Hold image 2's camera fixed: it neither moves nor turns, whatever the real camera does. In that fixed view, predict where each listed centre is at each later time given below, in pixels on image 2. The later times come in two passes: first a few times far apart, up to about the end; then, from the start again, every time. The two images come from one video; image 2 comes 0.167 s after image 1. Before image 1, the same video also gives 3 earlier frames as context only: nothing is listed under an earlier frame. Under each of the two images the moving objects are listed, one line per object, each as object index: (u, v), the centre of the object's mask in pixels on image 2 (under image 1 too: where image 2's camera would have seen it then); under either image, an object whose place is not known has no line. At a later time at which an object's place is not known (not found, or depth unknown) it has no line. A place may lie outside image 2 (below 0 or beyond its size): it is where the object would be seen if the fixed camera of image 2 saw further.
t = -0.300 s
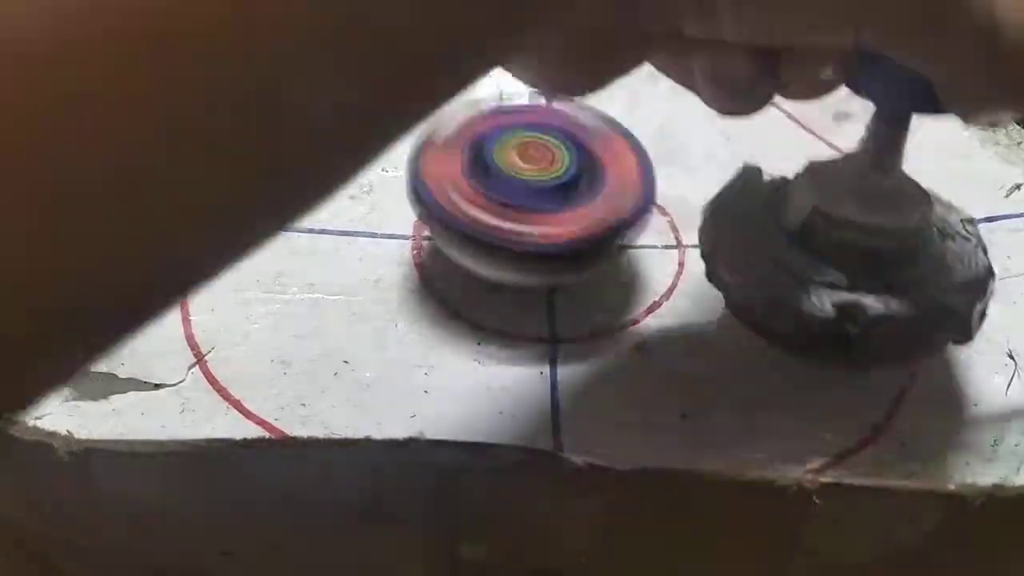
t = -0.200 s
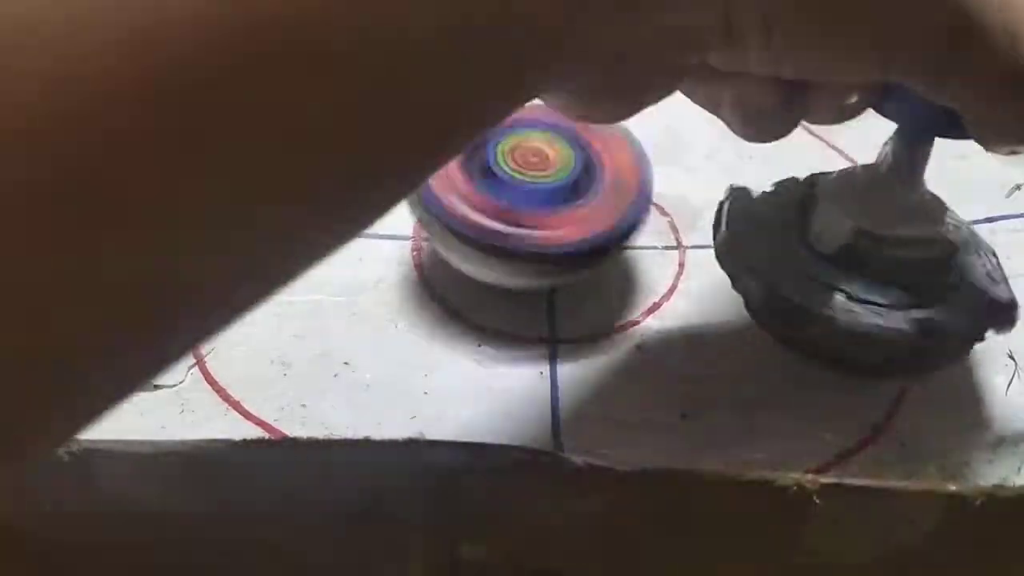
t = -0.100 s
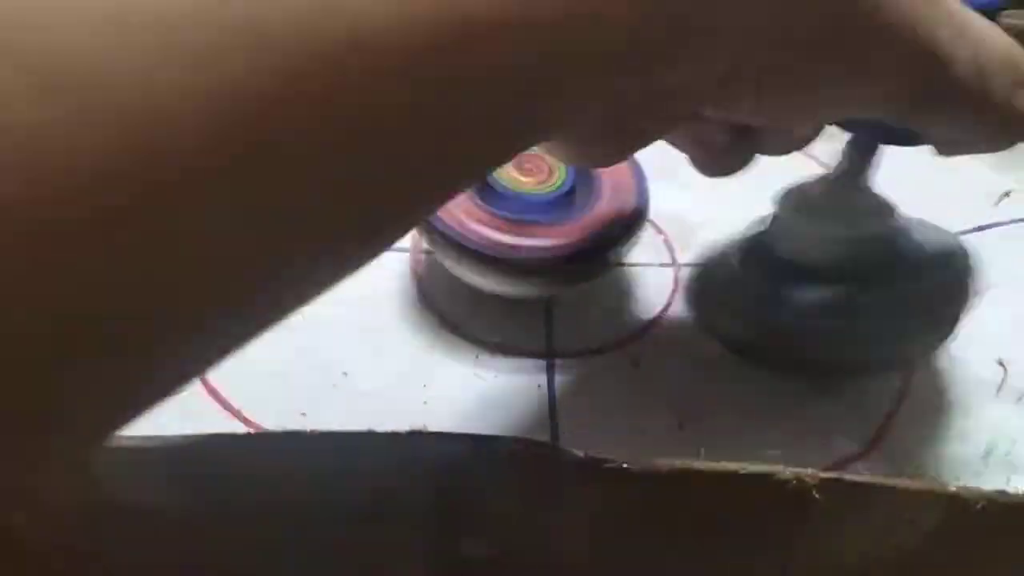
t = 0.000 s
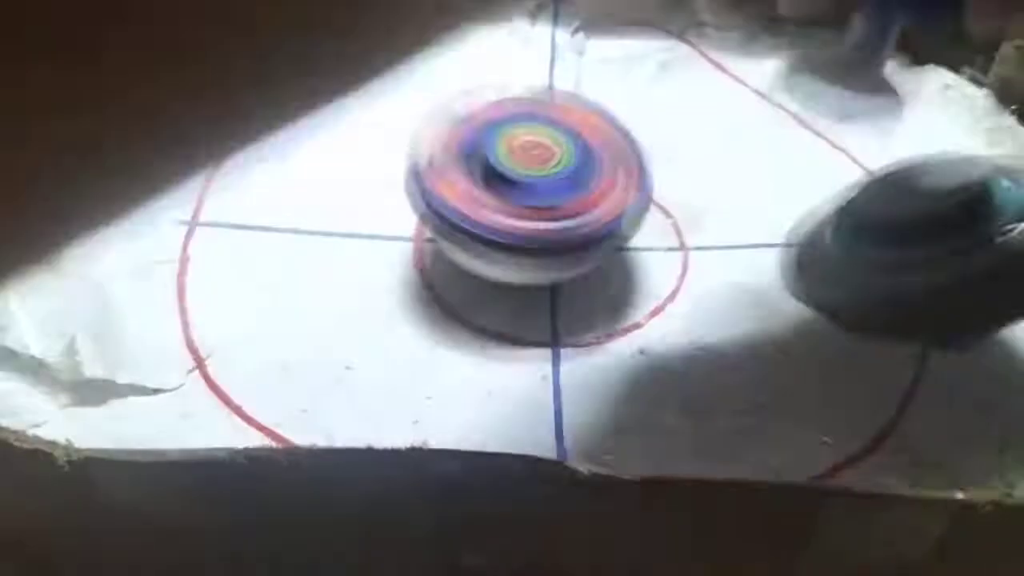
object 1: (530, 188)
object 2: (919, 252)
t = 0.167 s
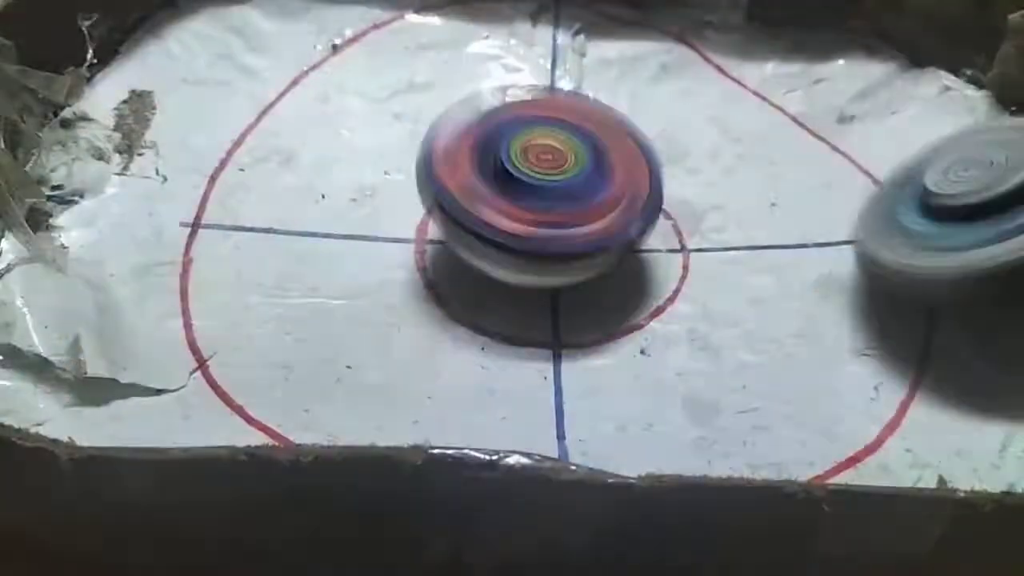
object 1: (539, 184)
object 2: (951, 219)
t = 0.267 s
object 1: (543, 182)
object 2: (940, 148)
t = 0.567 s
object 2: (845, 62)
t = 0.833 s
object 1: (554, 192)
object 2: (774, 63)
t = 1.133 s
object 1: (474, 248)
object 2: (709, 46)
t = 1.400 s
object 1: (498, 259)
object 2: (801, 95)
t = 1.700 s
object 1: (415, 192)
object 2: (712, 122)
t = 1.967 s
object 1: (323, 146)
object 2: (649, 115)
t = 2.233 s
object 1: (263, 134)
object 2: (644, 109)
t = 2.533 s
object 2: (593, 100)
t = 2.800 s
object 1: (315, 188)
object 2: (586, 121)
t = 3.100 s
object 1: (315, 223)
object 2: (649, 171)
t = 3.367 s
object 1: (343, 204)
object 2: (629, 134)
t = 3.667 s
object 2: (629, 94)
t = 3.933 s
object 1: (361, 157)
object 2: (602, 113)
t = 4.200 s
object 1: (212, 164)
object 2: (663, 134)
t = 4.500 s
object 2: (670, 108)
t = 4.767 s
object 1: (198, 182)
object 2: (662, 103)
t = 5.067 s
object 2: (617, 140)
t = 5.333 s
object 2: (610, 159)
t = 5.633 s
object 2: (651, 103)
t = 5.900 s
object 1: (303, 221)
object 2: (626, 129)
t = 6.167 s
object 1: (260, 191)
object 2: (644, 177)
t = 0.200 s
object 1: (542, 185)
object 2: (949, 198)
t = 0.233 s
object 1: (548, 185)
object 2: (945, 176)
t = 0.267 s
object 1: (543, 182)
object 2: (940, 148)
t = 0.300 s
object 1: (536, 180)
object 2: (931, 125)
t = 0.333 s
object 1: (531, 180)
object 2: (920, 98)
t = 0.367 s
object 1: (533, 187)
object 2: (902, 79)
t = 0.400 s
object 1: (536, 189)
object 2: (877, 66)
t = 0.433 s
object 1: (542, 187)
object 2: (845, 58)
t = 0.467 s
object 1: (546, 187)
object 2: (832, 51)
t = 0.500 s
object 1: (547, 189)
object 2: (842, 56)
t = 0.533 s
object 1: (549, 186)
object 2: (845, 58)
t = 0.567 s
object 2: (845, 62)
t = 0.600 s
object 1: (544, 181)
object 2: (842, 65)
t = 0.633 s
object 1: (539, 185)
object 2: (837, 71)
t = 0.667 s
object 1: (538, 189)
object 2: (834, 70)
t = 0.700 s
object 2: (826, 70)
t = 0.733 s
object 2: (814, 70)
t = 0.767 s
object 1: (552, 190)
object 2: (801, 69)
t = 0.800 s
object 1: (549, 190)
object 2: (787, 68)
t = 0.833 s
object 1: (554, 192)
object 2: (774, 63)
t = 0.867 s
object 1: (551, 189)
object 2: (762, 61)
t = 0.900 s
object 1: (550, 191)
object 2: (749, 61)
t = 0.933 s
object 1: (544, 190)
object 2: (737, 62)
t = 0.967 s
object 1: (546, 191)
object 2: (724, 64)
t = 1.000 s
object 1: (541, 185)
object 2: (708, 62)
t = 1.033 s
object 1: (533, 185)
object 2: (692, 65)
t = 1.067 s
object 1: (530, 189)
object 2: (678, 70)
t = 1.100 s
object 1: (506, 221)
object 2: (691, 56)
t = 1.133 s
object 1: (474, 248)
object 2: (709, 46)
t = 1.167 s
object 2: (737, 47)
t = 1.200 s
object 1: (438, 282)
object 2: (765, 54)
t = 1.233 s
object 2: (785, 59)
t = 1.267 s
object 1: (451, 281)
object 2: (804, 66)
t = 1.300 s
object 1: (464, 280)
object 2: (813, 74)
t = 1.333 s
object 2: (815, 79)
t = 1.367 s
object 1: (493, 269)
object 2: (811, 87)
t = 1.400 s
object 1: (498, 259)
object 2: (801, 95)
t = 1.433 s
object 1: (497, 256)
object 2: (793, 96)
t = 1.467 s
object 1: (493, 247)
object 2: (777, 103)
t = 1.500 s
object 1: (482, 238)
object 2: (760, 108)
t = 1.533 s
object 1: (469, 233)
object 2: (750, 109)
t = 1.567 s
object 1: (467, 226)
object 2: (739, 115)
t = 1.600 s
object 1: (454, 217)
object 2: (729, 115)
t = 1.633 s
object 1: (440, 211)
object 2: (723, 120)
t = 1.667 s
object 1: (429, 205)
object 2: (717, 122)
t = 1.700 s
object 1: (415, 192)
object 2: (712, 122)
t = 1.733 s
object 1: (398, 181)
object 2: (707, 124)
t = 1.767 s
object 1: (388, 173)
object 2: (700, 125)
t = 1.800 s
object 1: (378, 165)
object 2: (690, 128)
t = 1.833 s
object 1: (366, 159)
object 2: (679, 126)
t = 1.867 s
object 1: (357, 157)
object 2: (670, 125)
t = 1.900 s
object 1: (344, 150)
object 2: (662, 123)
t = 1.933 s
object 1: (334, 147)
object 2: (653, 119)
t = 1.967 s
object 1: (323, 146)
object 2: (649, 115)
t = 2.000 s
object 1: (321, 140)
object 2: (646, 110)
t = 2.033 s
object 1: (310, 137)
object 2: (646, 110)
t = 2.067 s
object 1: (295, 137)
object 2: (649, 109)
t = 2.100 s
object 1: (296, 133)
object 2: (648, 106)
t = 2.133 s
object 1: (284, 132)
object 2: (651, 106)
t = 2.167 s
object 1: (271, 134)
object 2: (649, 105)
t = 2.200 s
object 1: (273, 134)
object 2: (646, 107)
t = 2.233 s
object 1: (263, 134)
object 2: (644, 109)
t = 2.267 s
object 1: (256, 137)
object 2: (636, 110)
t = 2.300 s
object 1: (255, 137)
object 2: (634, 114)
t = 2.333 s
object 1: (249, 136)
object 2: (627, 115)
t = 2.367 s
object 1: (242, 144)
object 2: (622, 115)
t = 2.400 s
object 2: (617, 111)
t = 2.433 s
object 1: (247, 145)
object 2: (612, 106)
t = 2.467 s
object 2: (606, 103)
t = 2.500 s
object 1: (251, 149)
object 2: (597, 99)
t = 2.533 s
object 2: (593, 100)
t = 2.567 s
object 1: (257, 153)
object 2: (584, 98)
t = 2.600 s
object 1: (265, 154)
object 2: (579, 96)
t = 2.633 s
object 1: (272, 161)
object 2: (572, 97)
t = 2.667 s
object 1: (281, 168)
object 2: (573, 99)
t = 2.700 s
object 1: (287, 172)
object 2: (575, 101)
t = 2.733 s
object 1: (295, 181)
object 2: (578, 107)
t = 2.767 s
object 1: (304, 185)
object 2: (582, 111)
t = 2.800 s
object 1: (315, 188)
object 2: (586, 121)
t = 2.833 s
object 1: (322, 195)
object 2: (591, 129)
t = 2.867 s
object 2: (597, 140)
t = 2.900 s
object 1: (348, 201)
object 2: (606, 151)
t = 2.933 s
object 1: (354, 210)
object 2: (607, 156)
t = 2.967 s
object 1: (349, 211)
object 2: (620, 161)
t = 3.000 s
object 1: (329, 214)
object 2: (638, 165)
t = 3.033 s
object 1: (319, 216)
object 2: (648, 169)
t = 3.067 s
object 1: (319, 216)
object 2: (650, 169)
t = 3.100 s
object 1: (315, 223)
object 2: (649, 171)
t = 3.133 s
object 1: (316, 224)
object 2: (648, 169)
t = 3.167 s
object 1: (320, 225)
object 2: (646, 169)
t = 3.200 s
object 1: (327, 223)
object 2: (646, 166)
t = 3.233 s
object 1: (329, 218)
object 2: (645, 160)
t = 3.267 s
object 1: (336, 218)
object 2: (643, 158)
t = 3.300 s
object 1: (339, 210)
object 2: (640, 151)
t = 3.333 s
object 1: (336, 209)
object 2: (633, 147)
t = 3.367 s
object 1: (343, 204)
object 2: (629, 134)
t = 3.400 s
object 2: (625, 129)
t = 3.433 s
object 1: (338, 200)
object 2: (624, 124)
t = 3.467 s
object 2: (624, 114)
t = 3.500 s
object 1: (336, 191)
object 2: (624, 111)
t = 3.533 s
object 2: (625, 104)
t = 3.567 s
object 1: (331, 183)
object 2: (626, 100)
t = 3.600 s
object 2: (627, 97)
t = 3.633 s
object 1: (339, 176)
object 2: (628, 96)
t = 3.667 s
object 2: (629, 94)
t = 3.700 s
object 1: (340, 170)
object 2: (629, 94)
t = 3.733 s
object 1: (344, 169)
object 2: (628, 94)
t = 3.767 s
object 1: (344, 163)
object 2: (626, 97)
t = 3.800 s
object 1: (344, 165)
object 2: (622, 98)
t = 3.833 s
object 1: (348, 159)
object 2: (619, 104)
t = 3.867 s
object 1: (349, 159)
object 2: (613, 108)
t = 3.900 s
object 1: (356, 157)
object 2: (609, 111)
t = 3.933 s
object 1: (361, 157)
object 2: (602, 113)
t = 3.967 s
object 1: (358, 160)
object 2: (604, 117)
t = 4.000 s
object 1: (316, 158)
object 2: (631, 123)
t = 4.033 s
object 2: (650, 130)
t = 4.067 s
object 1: (265, 161)
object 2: (657, 129)
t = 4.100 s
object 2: (660, 133)
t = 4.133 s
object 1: (232, 164)
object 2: (659, 135)
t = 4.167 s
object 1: (222, 165)
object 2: (660, 135)
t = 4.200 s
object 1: (212, 164)
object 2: (663, 134)
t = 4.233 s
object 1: (201, 162)
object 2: (665, 134)
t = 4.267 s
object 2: (666, 132)
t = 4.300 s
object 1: (184, 159)
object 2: (665, 129)
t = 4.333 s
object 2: (663, 131)
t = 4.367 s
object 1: (172, 157)
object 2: (665, 124)
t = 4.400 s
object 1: (165, 154)
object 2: (666, 119)
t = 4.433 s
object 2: (665, 117)
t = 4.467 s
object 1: (156, 151)
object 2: (670, 115)
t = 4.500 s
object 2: (670, 108)
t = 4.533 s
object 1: (152, 152)
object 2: (674, 106)
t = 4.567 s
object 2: (676, 102)
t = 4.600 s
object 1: (154, 159)
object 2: (678, 100)
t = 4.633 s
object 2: (676, 98)
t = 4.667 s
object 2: (673, 101)
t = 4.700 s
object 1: (176, 172)
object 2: (671, 102)
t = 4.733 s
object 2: (665, 106)
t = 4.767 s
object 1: (198, 182)
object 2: (662, 103)
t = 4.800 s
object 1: (208, 184)
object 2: (654, 104)
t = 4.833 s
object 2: (650, 110)
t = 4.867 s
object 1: (223, 193)
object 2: (640, 113)
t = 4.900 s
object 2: (638, 119)
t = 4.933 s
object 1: (236, 206)
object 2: (632, 116)
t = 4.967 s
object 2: (626, 128)
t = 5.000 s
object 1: (254, 216)
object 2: (623, 133)
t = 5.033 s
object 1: (261, 219)
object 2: (621, 137)
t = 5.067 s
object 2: (617, 140)
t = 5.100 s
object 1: (280, 231)
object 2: (611, 151)
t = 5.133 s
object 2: (606, 154)
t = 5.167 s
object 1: (295, 235)
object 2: (601, 157)
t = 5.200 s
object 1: (299, 236)
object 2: (595, 164)
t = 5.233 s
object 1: (312, 239)
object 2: (589, 166)
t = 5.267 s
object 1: (316, 238)
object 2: (583, 167)
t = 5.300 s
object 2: (578, 171)
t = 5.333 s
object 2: (610, 159)
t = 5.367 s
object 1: (215, 264)
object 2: (639, 146)
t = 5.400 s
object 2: (658, 138)
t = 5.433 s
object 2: (665, 126)
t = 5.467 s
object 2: (667, 117)
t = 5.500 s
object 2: (659, 116)
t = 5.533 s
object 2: (658, 111)
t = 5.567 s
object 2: (658, 110)
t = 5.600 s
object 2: (653, 108)
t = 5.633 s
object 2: (651, 103)
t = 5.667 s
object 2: (654, 103)
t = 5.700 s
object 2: (651, 104)
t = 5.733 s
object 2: (649, 108)
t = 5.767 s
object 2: (652, 110)
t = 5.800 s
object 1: (269, 233)
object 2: (652, 112)
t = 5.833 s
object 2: (643, 117)
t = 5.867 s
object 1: (294, 226)
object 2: (636, 125)
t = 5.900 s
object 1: (303, 221)
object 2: (626, 129)
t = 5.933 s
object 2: (613, 141)
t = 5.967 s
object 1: (332, 219)
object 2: (596, 153)
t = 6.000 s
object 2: (579, 162)
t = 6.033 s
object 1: (315, 220)
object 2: (596, 169)
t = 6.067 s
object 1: (285, 211)
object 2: (618, 174)
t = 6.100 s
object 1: (272, 208)
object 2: (632, 176)
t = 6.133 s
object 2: (638, 177)
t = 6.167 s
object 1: (260, 191)
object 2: (644, 177)
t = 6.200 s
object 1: (257, 185)
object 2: (641, 175)
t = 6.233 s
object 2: (637, 172)
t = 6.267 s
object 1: (258, 176)
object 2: (632, 171)
